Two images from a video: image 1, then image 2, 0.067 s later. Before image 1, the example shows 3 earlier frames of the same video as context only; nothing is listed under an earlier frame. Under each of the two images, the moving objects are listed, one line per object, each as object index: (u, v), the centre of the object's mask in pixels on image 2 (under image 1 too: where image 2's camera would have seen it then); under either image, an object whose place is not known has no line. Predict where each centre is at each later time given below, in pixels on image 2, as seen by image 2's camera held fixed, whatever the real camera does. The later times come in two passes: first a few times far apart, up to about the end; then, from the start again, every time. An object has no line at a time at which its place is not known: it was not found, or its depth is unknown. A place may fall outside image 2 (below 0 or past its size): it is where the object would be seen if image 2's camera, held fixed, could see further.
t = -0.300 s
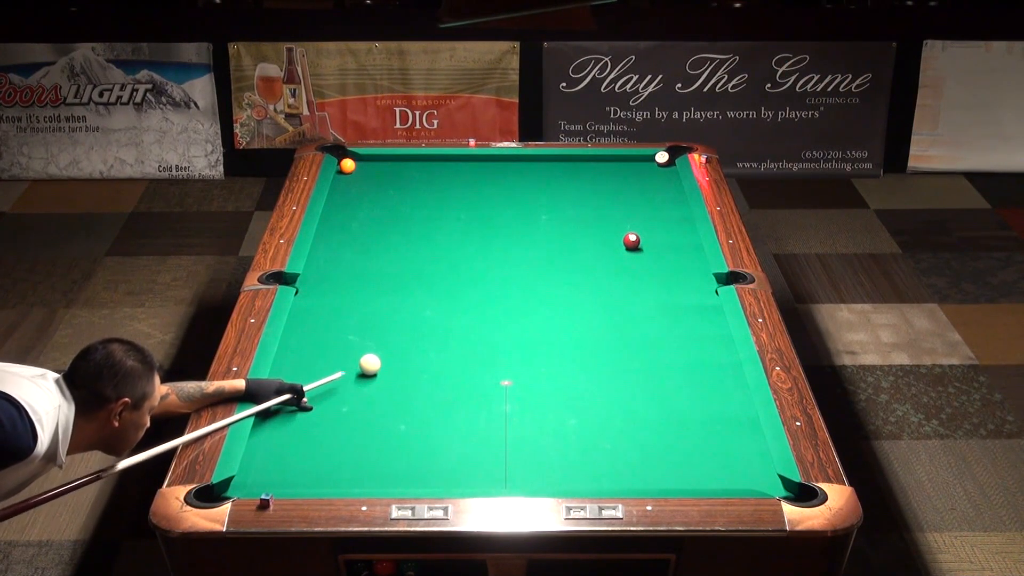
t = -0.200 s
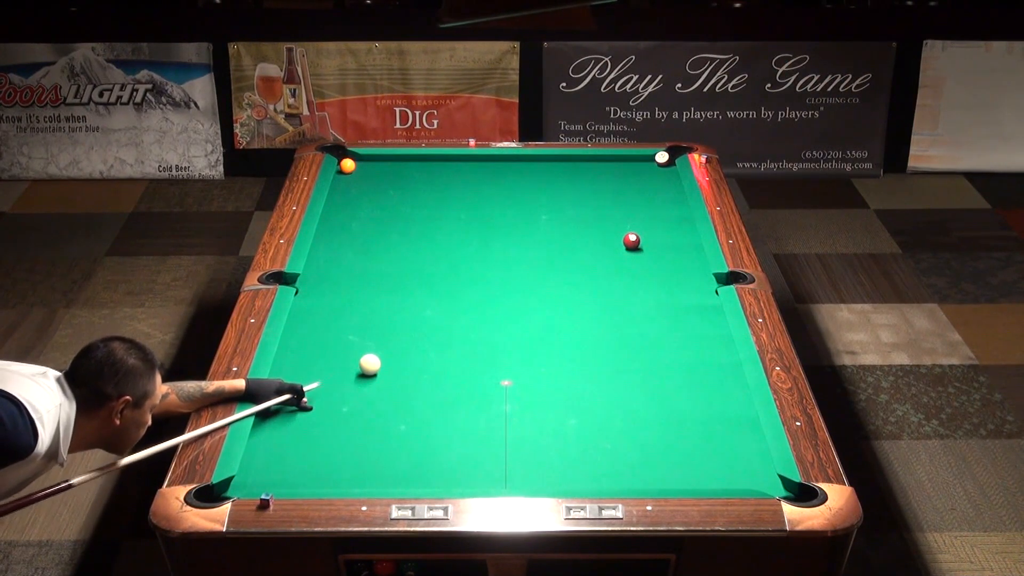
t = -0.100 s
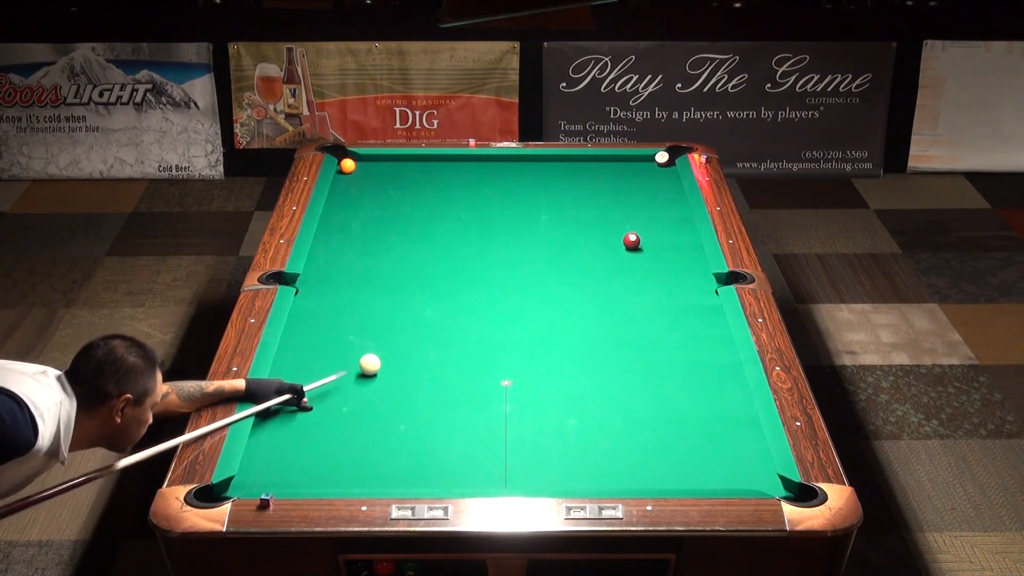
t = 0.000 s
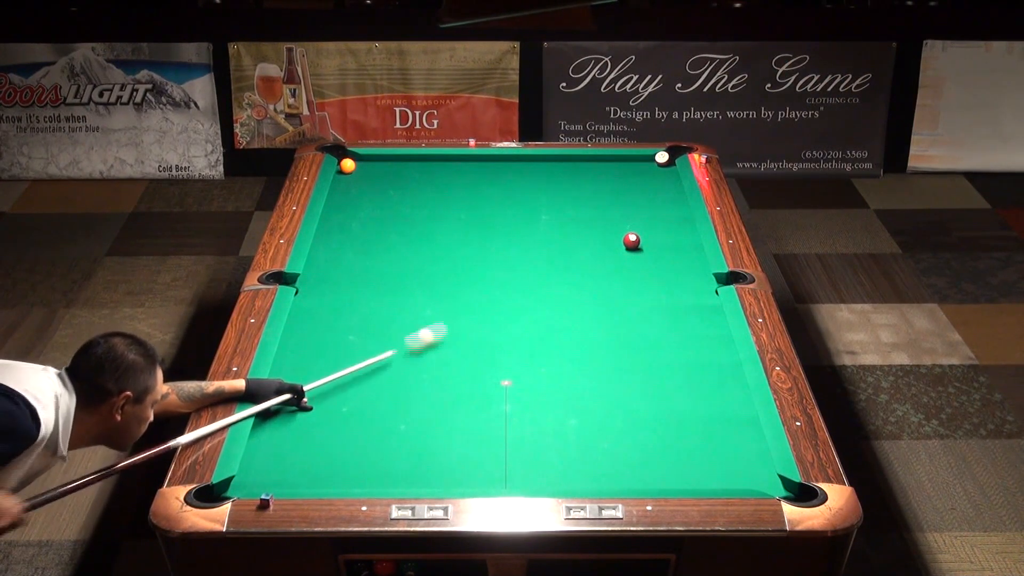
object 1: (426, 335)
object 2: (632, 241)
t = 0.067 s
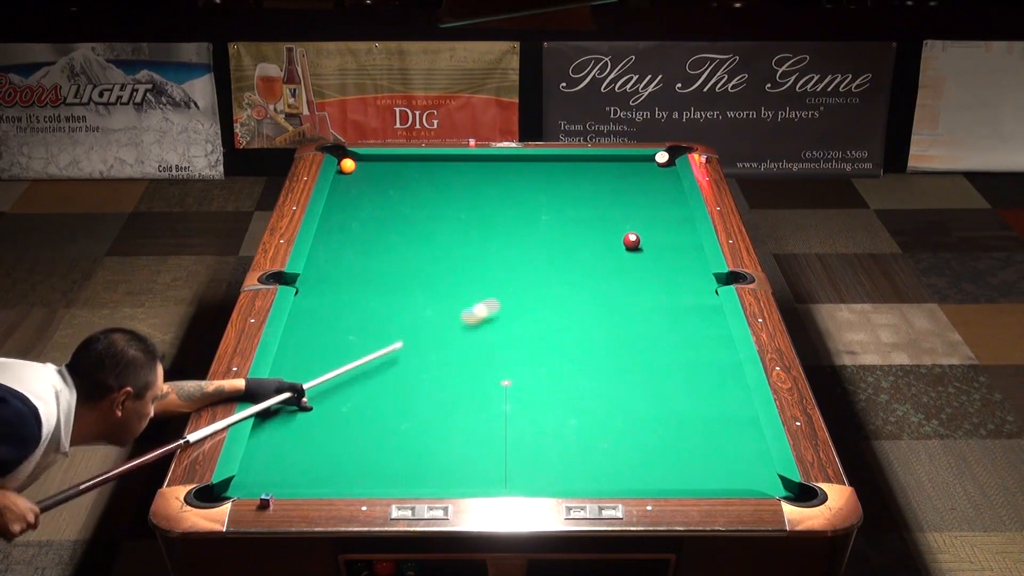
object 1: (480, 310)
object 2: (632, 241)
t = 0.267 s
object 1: (612, 250)
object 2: (632, 241)
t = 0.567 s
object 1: (669, 244)
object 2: (641, 190)
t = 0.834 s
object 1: (671, 236)
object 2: (581, 164)
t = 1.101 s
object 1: (640, 230)
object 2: (529, 168)
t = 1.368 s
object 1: (612, 225)
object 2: (476, 181)
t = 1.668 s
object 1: (583, 219)
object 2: (415, 196)
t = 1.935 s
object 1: (559, 215)
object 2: (359, 209)
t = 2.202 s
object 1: (537, 211)
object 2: (340, 223)
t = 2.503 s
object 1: (514, 207)
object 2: (370, 239)
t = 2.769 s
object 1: (496, 204)
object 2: (398, 254)
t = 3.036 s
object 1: (479, 201)
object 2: (425, 269)
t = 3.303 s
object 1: (464, 198)
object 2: (454, 283)
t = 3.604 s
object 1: (449, 196)
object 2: (485, 300)
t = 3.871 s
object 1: (437, 194)
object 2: (513, 315)
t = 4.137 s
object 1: (426, 192)
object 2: (541, 330)
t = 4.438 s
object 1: (416, 191)
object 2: (573, 347)
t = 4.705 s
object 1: (408, 189)
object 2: (601, 362)
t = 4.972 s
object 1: (401, 189)
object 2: (629, 377)
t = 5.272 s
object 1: (395, 188)
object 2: (660, 394)
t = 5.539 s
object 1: (391, 187)
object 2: (688, 409)
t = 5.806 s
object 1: (389, 187)
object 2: (714, 424)
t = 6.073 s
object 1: (388, 187)
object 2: (741, 439)
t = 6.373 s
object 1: (388, 187)
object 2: (751, 452)
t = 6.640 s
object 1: (388, 187)
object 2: (744, 461)
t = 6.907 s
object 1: (388, 187)
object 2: (737, 469)
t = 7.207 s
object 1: (388, 187)
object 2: (731, 477)
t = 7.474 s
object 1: (388, 187)
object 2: (727, 481)
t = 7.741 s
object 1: (388, 187)
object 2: (723, 481)
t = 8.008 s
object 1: (388, 187)
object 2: (721, 480)
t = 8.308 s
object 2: (719, 480)
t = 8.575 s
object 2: (719, 480)
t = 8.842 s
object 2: (719, 480)
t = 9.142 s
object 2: (719, 480)
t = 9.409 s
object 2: (719, 480)
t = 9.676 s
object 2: (719, 480)
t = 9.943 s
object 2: (720, 480)
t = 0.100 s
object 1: (505, 299)
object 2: (632, 241)
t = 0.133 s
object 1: (529, 288)
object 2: (632, 241)
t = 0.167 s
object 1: (551, 278)
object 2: (632, 241)
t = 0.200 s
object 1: (572, 268)
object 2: (631, 242)
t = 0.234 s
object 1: (592, 259)
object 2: (631, 242)
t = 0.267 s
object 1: (612, 250)
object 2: (632, 241)
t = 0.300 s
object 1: (624, 246)
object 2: (638, 235)
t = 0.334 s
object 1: (629, 247)
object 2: (650, 228)
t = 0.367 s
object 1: (634, 247)
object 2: (663, 220)
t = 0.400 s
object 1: (639, 247)
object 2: (675, 212)
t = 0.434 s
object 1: (644, 247)
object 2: (680, 206)
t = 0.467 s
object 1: (650, 247)
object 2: (671, 202)
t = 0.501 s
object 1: (657, 246)
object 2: (659, 198)
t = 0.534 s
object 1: (663, 246)
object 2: (650, 194)
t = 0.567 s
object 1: (669, 244)
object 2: (641, 190)
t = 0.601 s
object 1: (676, 243)
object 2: (632, 187)
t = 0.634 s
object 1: (684, 242)
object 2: (625, 183)
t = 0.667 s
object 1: (690, 240)
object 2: (617, 180)
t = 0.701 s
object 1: (688, 239)
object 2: (610, 177)
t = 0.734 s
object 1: (683, 239)
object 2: (602, 174)
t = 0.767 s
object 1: (679, 238)
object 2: (596, 171)
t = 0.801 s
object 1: (675, 237)
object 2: (588, 167)
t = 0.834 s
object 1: (671, 236)
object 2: (581, 164)
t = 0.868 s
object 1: (667, 235)
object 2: (575, 162)
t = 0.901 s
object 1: (663, 234)
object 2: (568, 159)
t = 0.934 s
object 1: (659, 234)
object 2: (561, 159)
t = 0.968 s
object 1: (655, 233)
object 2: (555, 161)
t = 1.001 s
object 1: (652, 232)
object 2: (548, 163)
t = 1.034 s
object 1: (648, 232)
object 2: (542, 165)
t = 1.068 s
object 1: (644, 231)
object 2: (535, 166)
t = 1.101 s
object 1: (640, 230)
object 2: (529, 168)
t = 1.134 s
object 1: (637, 230)
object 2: (522, 169)
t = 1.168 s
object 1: (633, 229)
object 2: (516, 171)
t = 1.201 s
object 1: (630, 228)
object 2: (509, 173)
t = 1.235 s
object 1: (626, 227)
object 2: (502, 174)
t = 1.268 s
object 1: (623, 227)
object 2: (496, 176)
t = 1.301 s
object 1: (619, 226)
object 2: (489, 178)
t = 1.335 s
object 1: (616, 225)
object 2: (482, 179)
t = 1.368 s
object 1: (612, 225)
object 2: (476, 181)
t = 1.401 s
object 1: (609, 224)
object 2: (469, 182)
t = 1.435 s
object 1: (606, 224)
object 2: (462, 184)
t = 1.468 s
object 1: (602, 223)
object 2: (455, 186)
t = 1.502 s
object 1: (599, 222)
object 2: (449, 187)
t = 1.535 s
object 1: (596, 222)
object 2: (442, 189)
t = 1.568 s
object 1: (593, 221)
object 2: (435, 191)
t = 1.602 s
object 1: (589, 220)
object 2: (428, 192)
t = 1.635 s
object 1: (586, 220)
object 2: (421, 194)
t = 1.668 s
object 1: (583, 219)
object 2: (415, 196)
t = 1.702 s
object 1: (580, 219)
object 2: (408, 197)
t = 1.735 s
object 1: (577, 218)
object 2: (401, 199)
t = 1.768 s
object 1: (574, 218)
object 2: (394, 200)
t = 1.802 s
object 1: (571, 217)
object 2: (387, 202)
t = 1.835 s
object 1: (568, 217)
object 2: (380, 204)
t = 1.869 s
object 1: (565, 216)
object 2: (373, 205)
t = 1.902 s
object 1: (562, 215)
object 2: (366, 207)
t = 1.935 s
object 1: (559, 215)
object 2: (359, 209)
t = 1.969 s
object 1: (556, 214)
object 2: (352, 211)
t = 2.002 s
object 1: (554, 214)
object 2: (345, 212)
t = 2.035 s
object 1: (551, 213)
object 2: (338, 214)
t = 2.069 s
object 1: (548, 213)
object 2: (330, 216)
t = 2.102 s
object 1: (545, 212)
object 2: (329, 217)
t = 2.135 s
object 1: (543, 212)
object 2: (333, 219)
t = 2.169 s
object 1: (540, 211)
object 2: (336, 221)
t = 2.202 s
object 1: (537, 211)
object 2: (340, 223)
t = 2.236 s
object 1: (535, 211)
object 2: (343, 225)
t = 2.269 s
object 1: (532, 210)
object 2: (346, 226)
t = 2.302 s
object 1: (529, 210)
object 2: (350, 228)
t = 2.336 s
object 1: (527, 209)
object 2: (353, 230)
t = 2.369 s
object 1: (524, 209)
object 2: (356, 232)
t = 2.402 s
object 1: (522, 208)
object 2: (360, 234)
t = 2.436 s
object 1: (519, 208)
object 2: (364, 235)
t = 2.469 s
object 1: (517, 207)
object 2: (367, 238)
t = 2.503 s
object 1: (514, 207)
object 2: (370, 239)
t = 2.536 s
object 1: (512, 206)
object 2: (374, 241)
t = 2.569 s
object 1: (510, 206)
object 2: (377, 243)
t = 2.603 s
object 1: (507, 206)
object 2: (380, 245)
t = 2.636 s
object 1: (505, 205)
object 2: (384, 247)
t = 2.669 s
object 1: (503, 205)
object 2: (387, 248)
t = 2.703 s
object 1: (501, 204)
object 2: (391, 250)
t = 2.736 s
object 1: (498, 204)
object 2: (394, 252)
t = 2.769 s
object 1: (496, 204)
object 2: (398, 254)
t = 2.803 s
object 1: (494, 203)
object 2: (401, 256)
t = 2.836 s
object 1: (492, 203)
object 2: (405, 257)
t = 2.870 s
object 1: (490, 203)
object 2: (408, 259)
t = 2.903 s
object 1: (488, 202)
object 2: (412, 261)
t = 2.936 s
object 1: (486, 202)
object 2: (415, 262)
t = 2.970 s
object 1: (484, 202)
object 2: (418, 265)
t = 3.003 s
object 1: (482, 201)
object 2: (422, 267)
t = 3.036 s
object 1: (479, 201)
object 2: (425, 269)
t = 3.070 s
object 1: (478, 201)
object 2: (429, 270)
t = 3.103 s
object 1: (476, 200)
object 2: (432, 272)
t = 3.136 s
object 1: (474, 200)
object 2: (436, 274)
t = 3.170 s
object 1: (472, 200)
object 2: (439, 276)
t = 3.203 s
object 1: (470, 199)
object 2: (443, 278)
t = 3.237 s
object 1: (468, 199)
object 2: (446, 280)
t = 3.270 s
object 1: (466, 199)
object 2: (450, 281)
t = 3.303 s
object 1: (464, 198)
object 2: (454, 283)
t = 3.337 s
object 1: (463, 198)
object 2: (457, 285)
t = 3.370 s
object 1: (461, 198)
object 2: (460, 287)
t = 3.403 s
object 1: (459, 198)
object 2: (464, 289)
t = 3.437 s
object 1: (457, 197)
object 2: (467, 291)
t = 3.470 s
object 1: (456, 197)
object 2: (471, 293)
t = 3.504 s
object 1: (454, 197)
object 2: (474, 295)
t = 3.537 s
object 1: (452, 196)
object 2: (478, 297)
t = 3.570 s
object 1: (451, 196)
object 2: (482, 298)
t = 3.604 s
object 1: (449, 196)
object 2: (485, 300)
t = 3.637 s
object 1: (448, 195)
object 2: (488, 302)
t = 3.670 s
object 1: (446, 195)
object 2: (492, 304)
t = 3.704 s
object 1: (444, 195)
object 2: (495, 306)
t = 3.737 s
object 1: (443, 195)
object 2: (499, 308)
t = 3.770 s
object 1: (441, 194)
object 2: (502, 310)
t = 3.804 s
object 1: (440, 194)
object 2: (506, 312)
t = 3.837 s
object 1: (439, 194)
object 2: (510, 314)
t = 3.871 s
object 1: (437, 194)
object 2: (513, 315)
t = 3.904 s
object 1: (436, 193)
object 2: (517, 318)
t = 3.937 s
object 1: (434, 193)
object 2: (520, 319)
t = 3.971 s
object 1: (433, 193)
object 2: (524, 321)
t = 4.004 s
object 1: (432, 193)
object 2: (527, 323)
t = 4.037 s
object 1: (430, 193)
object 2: (531, 325)
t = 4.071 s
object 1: (429, 193)
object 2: (534, 327)
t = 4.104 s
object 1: (428, 192)
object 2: (538, 329)
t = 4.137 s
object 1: (426, 192)
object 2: (541, 330)
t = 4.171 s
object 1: (425, 192)
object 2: (545, 332)
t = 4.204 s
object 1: (424, 192)
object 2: (548, 334)
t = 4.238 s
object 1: (423, 191)
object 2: (552, 336)
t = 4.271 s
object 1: (421, 192)
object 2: (556, 338)
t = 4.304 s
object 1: (420, 191)
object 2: (559, 339)
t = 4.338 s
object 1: (419, 191)
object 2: (563, 341)
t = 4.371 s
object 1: (418, 191)
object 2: (566, 344)
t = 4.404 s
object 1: (417, 191)
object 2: (570, 346)
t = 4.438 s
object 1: (416, 191)
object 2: (573, 347)
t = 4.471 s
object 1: (415, 190)
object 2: (577, 349)
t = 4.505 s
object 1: (414, 190)
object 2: (580, 351)
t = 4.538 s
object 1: (413, 190)
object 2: (584, 353)
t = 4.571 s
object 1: (412, 190)
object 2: (587, 355)
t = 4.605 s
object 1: (411, 190)
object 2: (591, 357)
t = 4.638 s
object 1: (410, 190)
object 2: (594, 359)
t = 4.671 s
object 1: (409, 190)
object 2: (598, 361)
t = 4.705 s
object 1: (408, 189)
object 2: (601, 362)
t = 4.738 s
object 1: (407, 189)
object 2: (605, 365)
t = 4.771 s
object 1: (406, 189)
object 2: (608, 367)
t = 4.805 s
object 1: (405, 189)
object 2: (612, 368)
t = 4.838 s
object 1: (404, 189)
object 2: (615, 370)
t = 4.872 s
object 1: (403, 189)
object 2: (619, 372)
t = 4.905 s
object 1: (403, 189)
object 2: (622, 374)
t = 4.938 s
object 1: (402, 189)
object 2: (625, 376)
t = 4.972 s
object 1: (401, 189)
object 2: (629, 377)
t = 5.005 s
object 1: (400, 189)
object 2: (632, 380)
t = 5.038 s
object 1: (400, 189)
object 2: (636, 382)
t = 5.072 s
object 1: (399, 188)
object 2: (639, 383)
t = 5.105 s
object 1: (398, 188)
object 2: (643, 385)
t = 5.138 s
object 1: (398, 188)
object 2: (646, 387)
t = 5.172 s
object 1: (397, 188)
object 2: (650, 389)
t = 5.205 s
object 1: (397, 188)
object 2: (653, 391)
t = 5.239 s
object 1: (396, 188)
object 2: (657, 393)
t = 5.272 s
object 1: (395, 188)
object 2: (660, 394)
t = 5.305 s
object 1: (395, 188)
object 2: (664, 396)
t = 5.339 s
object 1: (394, 188)
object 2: (667, 399)
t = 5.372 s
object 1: (394, 188)
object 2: (671, 400)
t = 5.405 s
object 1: (393, 188)
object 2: (674, 402)
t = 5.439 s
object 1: (393, 188)
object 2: (677, 404)
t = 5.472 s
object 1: (392, 188)
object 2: (681, 406)
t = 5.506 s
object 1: (392, 187)
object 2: (684, 408)
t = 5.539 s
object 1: (391, 187)
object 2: (688, 409)
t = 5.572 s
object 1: (391, 187)
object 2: (691, 412)
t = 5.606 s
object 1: (391, 187)
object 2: (694, 413)
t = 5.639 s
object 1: (390, 187)
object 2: (698, 415)
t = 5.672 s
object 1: (390, 187)
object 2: (701, 417)
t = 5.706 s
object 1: (390, 187)
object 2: (704, 418)
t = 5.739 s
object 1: (389, 187)
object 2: (708, 420)
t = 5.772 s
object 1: (389, 187)
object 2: (711, 423)
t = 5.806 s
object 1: (389, 187)
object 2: (714, 424)
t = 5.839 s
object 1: (389, 187)
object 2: (718, 426)
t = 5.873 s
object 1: (389, 187)
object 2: (721, 428)
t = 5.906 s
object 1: (388, 187)
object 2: (724, 430)
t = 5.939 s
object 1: (388, 187)
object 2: (728, 431)
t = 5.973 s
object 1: (388, 187)
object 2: (731, 433)
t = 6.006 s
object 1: (388, 187)
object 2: (734, 435)
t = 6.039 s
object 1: (388, 187)
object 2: (737, 437)
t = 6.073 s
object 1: (388, 187)
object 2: (741, 439)
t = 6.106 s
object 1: (388, 187)
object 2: (744, 440)
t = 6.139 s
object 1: (388, 187)
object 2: (747, 442)
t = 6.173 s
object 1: (388, 187)
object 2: (751, 444)
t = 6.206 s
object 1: (388, 187)
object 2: (754, 445)
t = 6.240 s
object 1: (388, 187)
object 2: (755, 447)
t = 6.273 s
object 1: (388, 187)
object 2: (754, 448)
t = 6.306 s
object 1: (388, 187)
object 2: (753, 449)
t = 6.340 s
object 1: (388, 187)
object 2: (752, 451)
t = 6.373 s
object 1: (388, 187)
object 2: (751, 452)
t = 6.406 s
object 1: (388, 187)
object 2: (750, 453)
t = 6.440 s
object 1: (388, 187)
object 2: (749, 454)
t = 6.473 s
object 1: (388, 187)
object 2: (748, 455)
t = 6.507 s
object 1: (388, 187)
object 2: (747, 456)
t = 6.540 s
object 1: (388, 187)
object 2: (746, 458)
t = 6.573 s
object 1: (388, 187)
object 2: (746, 459)
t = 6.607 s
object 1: (388, 187)
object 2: (745, 460)
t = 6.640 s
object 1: (388, 187)
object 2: (744, 461)
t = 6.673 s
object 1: (388, 187)
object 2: (743, 462)
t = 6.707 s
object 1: (388, 187)
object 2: (742, 463)
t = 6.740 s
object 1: (388, 187)
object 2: (741, 464)
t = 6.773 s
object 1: (388, 187)
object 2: (741, 465)
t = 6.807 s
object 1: (388, 187)
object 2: (740, 466)
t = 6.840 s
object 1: (388, 187)
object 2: (739, 467)
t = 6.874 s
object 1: (388, 187)
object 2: (738, 468)
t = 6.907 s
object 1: (388, 187)
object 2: (737, 469)
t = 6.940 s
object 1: (388, 187)
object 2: (736, 470)
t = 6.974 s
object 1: (388, 187)
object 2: (736, 472)
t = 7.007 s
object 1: (388, 187)
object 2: (735, 472)
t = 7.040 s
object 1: (388, 187)
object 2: (734, 473)
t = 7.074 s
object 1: (388, 187)
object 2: (734, 474)
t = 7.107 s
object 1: (388, 187)
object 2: (733, 475)
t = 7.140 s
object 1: (388, 187)
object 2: (733, 476)
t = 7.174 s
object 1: (388, 187)
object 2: (732, 476)
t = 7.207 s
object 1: (388, 187)
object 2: (731, 477)
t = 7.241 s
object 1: (388, 187)
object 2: (731, 478)
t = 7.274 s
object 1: (388, 187)
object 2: (730, 478)
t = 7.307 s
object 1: (388, 187)
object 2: (729, 479)
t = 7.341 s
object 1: (388, 187)
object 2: (729, 479)
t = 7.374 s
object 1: (388, 187)
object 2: (729, 480)
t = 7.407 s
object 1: (388, 187)
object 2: (728, 480)
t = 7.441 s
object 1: (388, 187)
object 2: (728, 481)
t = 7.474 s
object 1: (388, 187)
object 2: (727, 481)
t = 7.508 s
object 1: (388, 187)
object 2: (726, 481)
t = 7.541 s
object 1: (388, 187)
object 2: (726, 482)
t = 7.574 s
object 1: (388, 187)
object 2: (725, 482)
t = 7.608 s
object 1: (388, 187)
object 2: (725, 482)
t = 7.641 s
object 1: (388, 187)
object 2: (725, 482)
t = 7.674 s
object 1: (388, 187)
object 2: (724, 482)
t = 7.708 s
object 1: (388, 187)
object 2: (724, 482)
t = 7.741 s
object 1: (388, 187)
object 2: (723, 481)
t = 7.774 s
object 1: (388, 187)
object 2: (723, 481)
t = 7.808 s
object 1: (388, 187)
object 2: (723, 481)
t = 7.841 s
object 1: (388, 187)
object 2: (722, 481)
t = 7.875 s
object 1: (388, 187)
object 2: (722, 481)
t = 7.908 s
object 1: (388, 187)
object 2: (721, 481)
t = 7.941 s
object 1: (388, 187)
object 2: (721, 480)
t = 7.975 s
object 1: (388, 187)
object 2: (721, 480)
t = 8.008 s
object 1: (388, 187)
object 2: (721, 480)
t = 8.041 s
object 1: (388, 187)
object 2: (720, 480)
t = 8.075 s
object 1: (388, 187)
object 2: (720, 480)
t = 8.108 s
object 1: (388, 187)
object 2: (720, 480)
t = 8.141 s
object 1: (388, 187)
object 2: (719, 480)
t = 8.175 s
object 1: (388, 187)
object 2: (719, 480)
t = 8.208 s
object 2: (719, 480)
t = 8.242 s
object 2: (719, 480)
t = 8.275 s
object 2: (719, 480)
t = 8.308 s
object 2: (719, 480)
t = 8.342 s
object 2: (719, 480)
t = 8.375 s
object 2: (719, 480)
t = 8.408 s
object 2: (719, 480)
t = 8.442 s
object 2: (719, 480)
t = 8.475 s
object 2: (719, 480)
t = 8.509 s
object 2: (719, 480)
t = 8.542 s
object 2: (719, 480)
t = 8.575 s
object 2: (719, 480)
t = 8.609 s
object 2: (719, 480)
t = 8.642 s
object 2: (719, 480)
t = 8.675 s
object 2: (719, 480)
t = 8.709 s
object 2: (719, 480)
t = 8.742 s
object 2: (719, 480)
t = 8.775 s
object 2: (720, 480)
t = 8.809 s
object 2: (719, 480)
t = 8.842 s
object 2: (719, 480)
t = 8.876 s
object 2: (719, 480)
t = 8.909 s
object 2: (719, 480)
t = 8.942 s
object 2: (719, 480)
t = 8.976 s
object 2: (719, 480)
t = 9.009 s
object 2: (719, 480)
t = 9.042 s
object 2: (719, 480)
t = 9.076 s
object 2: (719, 480)
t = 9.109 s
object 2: (719, 480)
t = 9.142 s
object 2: (719, 480)
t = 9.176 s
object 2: (719, 480)
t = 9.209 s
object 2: (719, 480)
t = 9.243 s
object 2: (719, 480)
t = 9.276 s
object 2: (719, 480)
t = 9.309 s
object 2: (719, 480)
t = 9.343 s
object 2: (719, 480)
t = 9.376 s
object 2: (719, 480)
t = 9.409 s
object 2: (719, 480)
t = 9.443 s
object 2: (719, 480)
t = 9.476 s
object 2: (719, 480)
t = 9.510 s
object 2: (719, 480)
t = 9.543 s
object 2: (720, 480)
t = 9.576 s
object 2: (720, 480)
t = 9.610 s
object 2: (719, 480)
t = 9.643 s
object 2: (719, 480)
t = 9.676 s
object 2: (719, 480)
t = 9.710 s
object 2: (719, 480)
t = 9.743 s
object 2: (720, 480)
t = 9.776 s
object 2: (720, 480)
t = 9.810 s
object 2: (719, 480)
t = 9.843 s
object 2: (720, 480)
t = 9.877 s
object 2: (720, 480)
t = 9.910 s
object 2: (719, 480)
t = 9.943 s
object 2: (720, 480)
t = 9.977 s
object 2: (720, 480)
